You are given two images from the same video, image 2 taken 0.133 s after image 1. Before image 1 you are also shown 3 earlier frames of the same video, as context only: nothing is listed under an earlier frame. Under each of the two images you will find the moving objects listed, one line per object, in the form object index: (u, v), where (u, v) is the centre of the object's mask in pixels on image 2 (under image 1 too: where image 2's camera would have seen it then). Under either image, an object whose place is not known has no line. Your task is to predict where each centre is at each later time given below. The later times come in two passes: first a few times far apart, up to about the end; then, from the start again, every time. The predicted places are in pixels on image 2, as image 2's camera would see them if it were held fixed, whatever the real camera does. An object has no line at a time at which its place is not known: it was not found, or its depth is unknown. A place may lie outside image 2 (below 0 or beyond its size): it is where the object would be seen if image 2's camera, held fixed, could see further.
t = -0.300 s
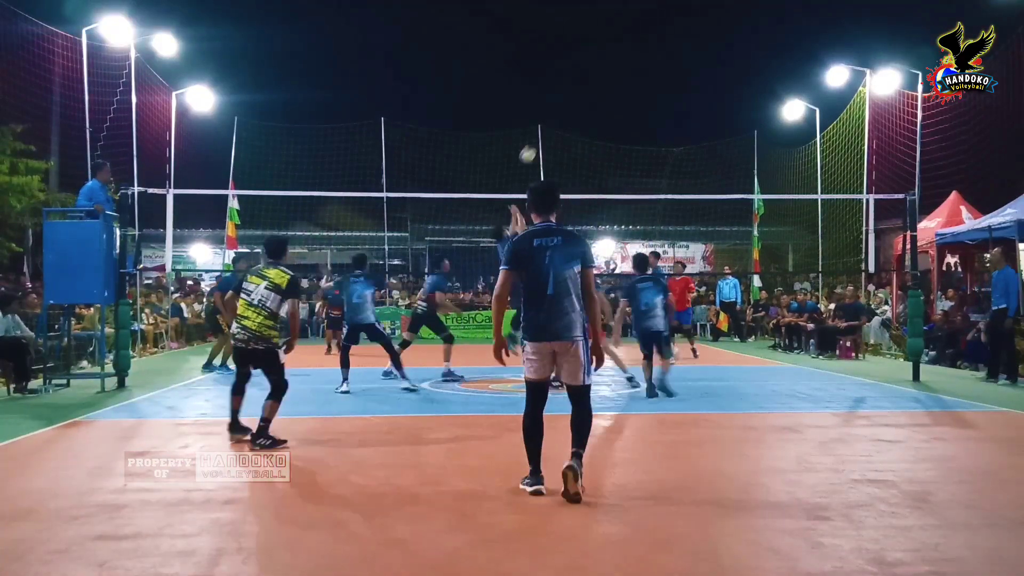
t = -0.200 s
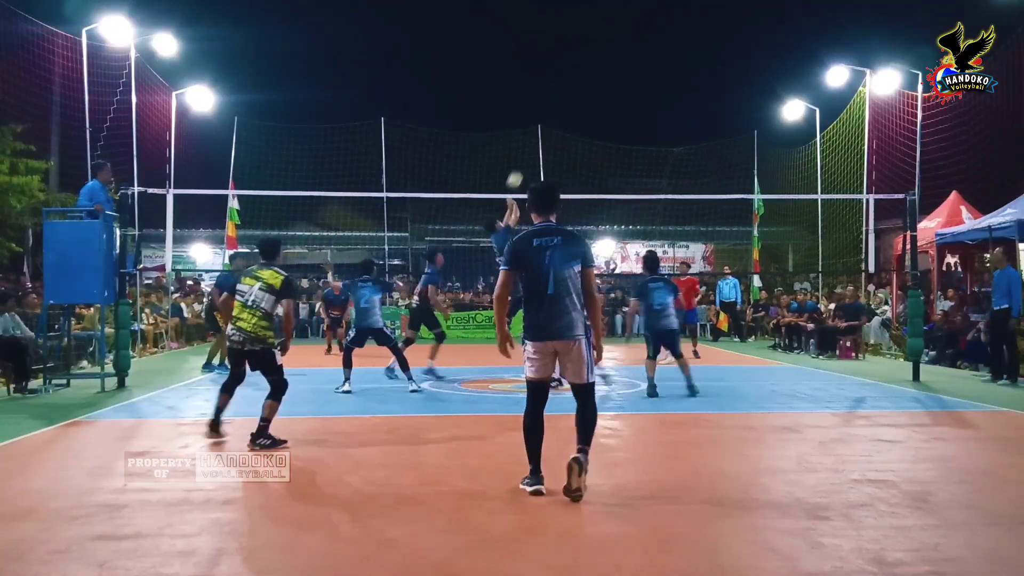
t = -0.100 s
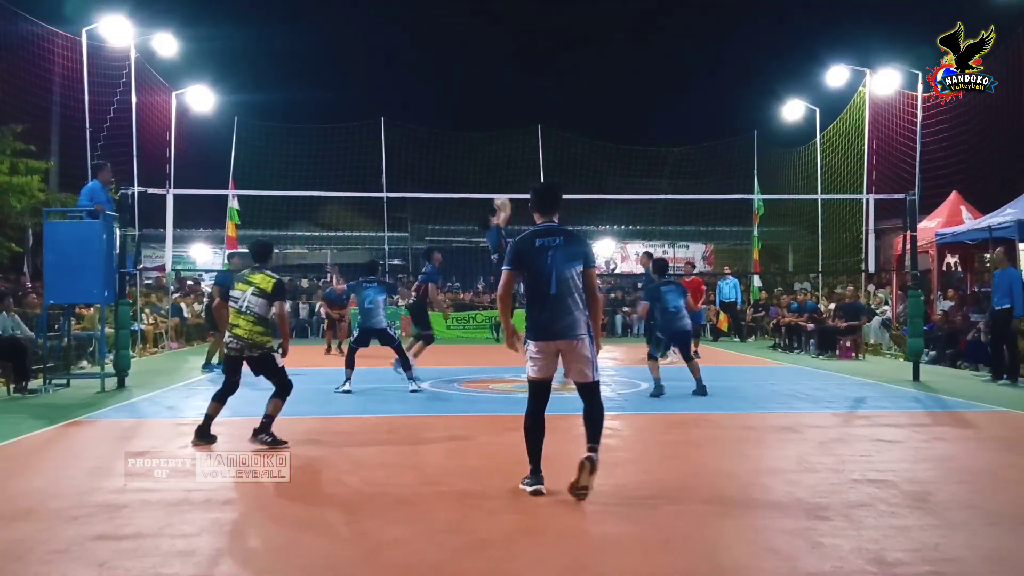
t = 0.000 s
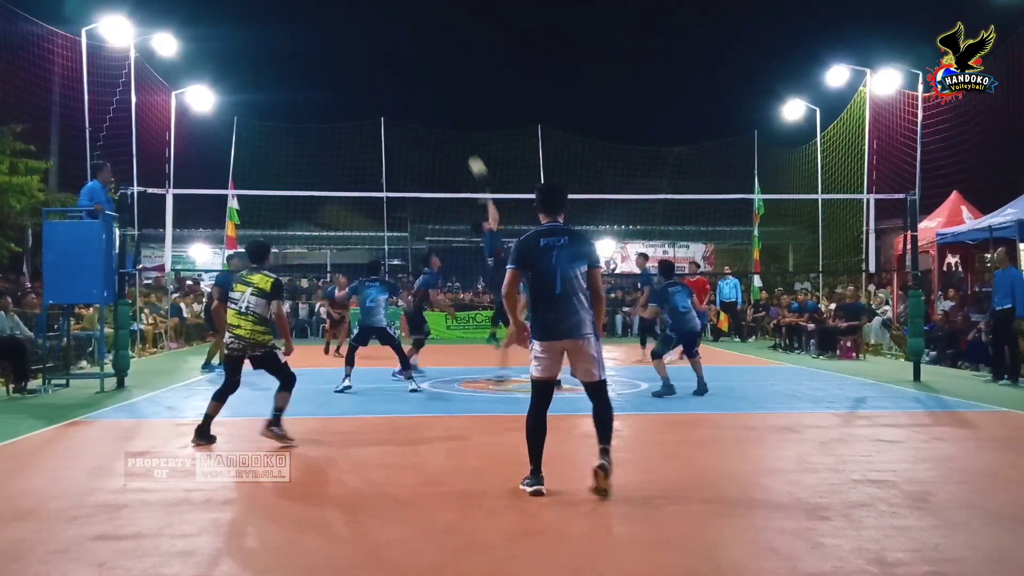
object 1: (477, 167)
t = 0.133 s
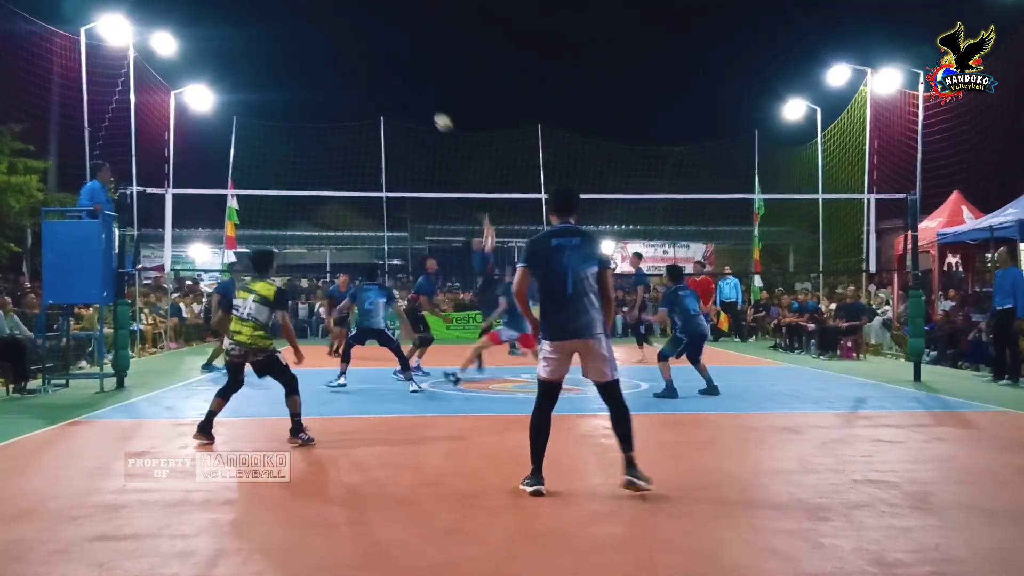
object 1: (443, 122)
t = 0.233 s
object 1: (418, 98)
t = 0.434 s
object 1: (368, 70)
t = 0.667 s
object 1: (308, 75)
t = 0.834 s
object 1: (267, 103)
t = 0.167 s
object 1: (435, 114)
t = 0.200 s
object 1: (427, 105)
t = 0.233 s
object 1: (418, 98)
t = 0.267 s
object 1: (410, 91)
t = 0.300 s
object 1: (401, 85)
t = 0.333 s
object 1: (393, 80)
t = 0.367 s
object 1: (385, 76)
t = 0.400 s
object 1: (376, 73)
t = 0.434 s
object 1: (368, 70)
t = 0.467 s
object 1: (360, 68)
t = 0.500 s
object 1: (351, 67)
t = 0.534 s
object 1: (342, 67)
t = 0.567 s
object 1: (334, 68)
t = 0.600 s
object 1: (326, 69)
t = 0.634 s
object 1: (317, 72)
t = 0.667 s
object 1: (308, 75)
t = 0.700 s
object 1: (300, 79)
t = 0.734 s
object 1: (292, 84)
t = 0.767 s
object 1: (283, 90)
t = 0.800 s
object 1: (275, 96)
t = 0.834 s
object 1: (267, 103)
